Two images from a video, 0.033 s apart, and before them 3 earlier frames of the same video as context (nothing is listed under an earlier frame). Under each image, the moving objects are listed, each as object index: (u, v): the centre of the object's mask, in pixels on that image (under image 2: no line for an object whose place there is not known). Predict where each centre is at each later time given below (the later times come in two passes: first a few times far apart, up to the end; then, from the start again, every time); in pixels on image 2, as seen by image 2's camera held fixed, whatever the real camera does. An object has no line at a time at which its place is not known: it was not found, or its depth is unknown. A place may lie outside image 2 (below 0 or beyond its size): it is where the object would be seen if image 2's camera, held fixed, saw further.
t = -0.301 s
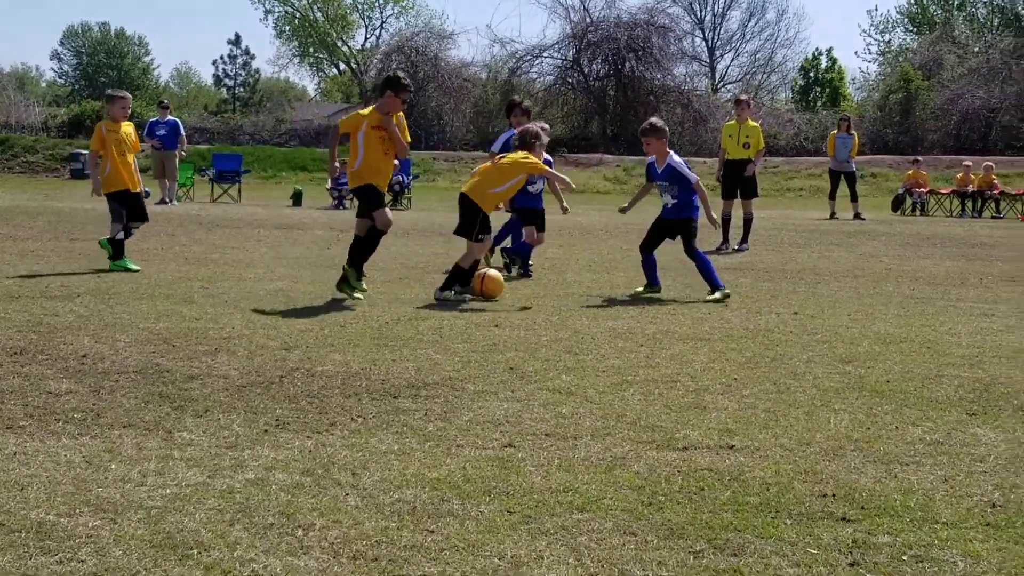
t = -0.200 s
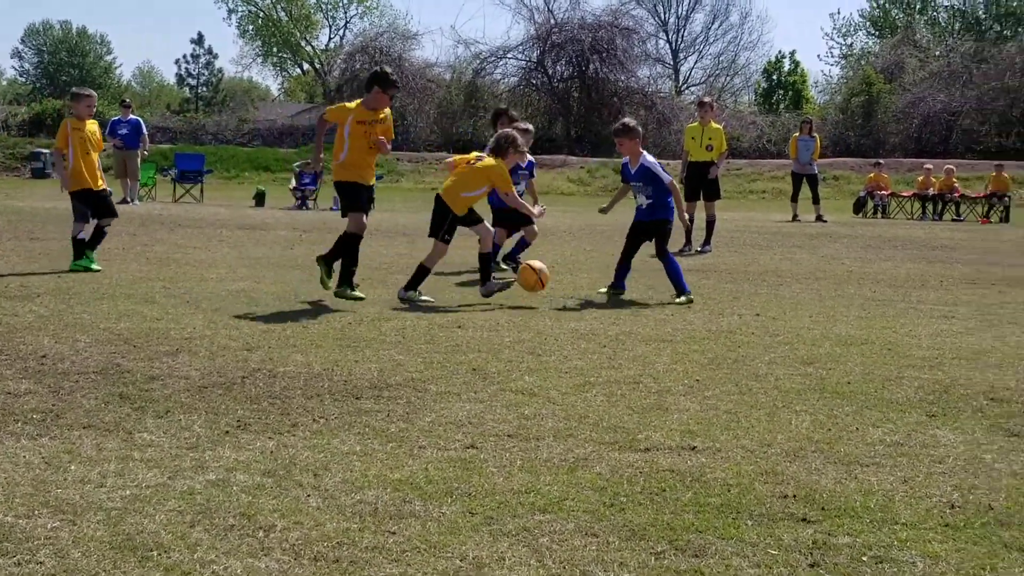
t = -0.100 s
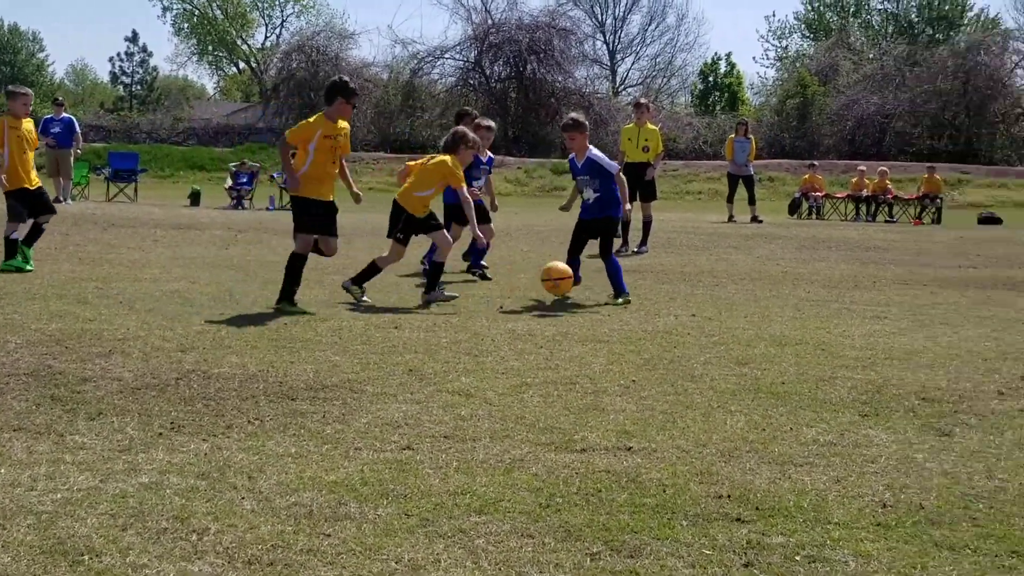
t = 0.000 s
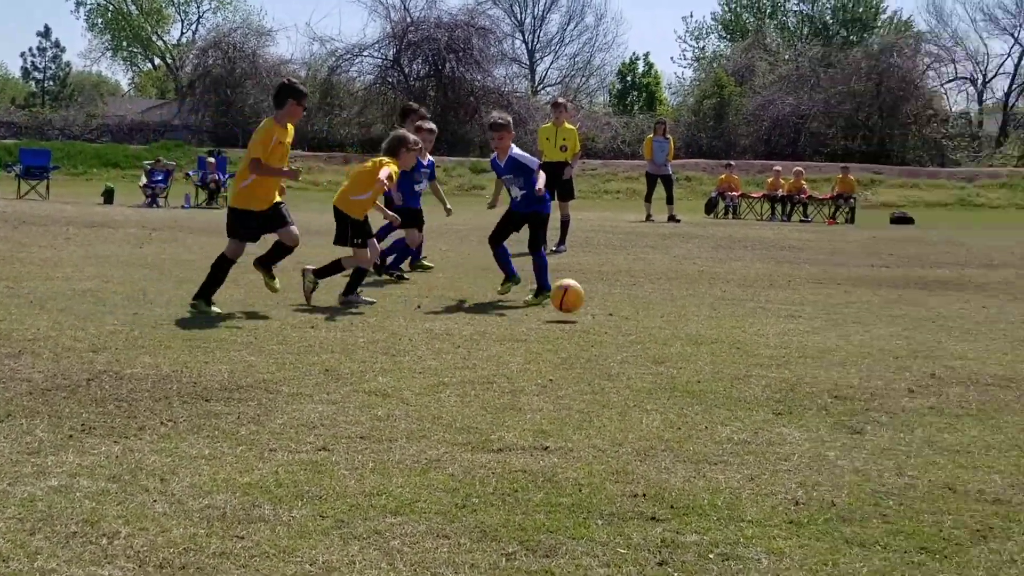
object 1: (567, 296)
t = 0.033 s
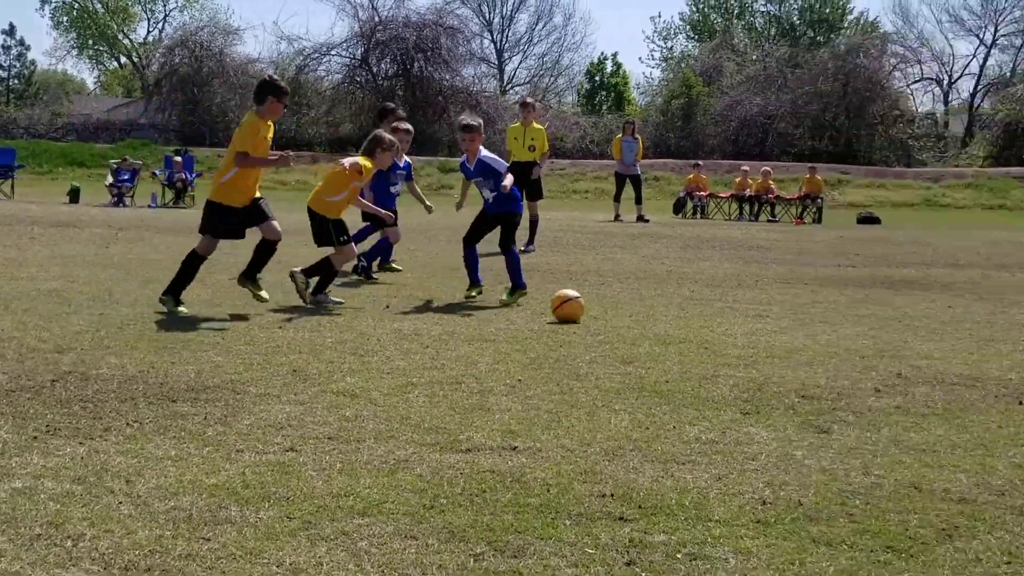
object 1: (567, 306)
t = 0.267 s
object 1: (729, 292)
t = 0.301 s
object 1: (753, 297)
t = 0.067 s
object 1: (592, 303)
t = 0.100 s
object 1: (614, 297)
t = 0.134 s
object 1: (637, 292)
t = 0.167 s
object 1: (660, 289)
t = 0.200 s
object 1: (683, 289)
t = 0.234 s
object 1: (706, 290)
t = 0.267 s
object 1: (729, 292)
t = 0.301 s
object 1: (753, 297)
